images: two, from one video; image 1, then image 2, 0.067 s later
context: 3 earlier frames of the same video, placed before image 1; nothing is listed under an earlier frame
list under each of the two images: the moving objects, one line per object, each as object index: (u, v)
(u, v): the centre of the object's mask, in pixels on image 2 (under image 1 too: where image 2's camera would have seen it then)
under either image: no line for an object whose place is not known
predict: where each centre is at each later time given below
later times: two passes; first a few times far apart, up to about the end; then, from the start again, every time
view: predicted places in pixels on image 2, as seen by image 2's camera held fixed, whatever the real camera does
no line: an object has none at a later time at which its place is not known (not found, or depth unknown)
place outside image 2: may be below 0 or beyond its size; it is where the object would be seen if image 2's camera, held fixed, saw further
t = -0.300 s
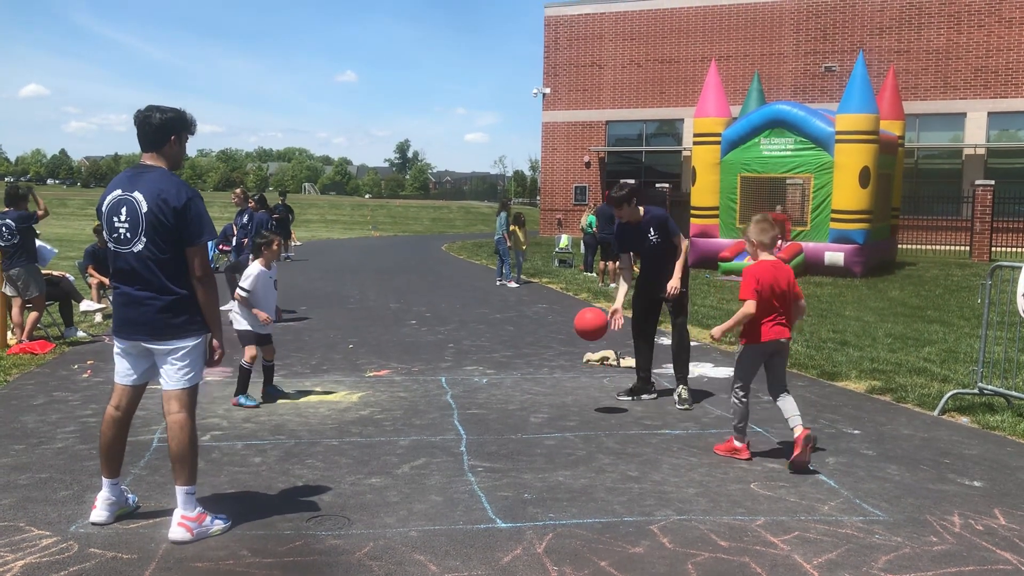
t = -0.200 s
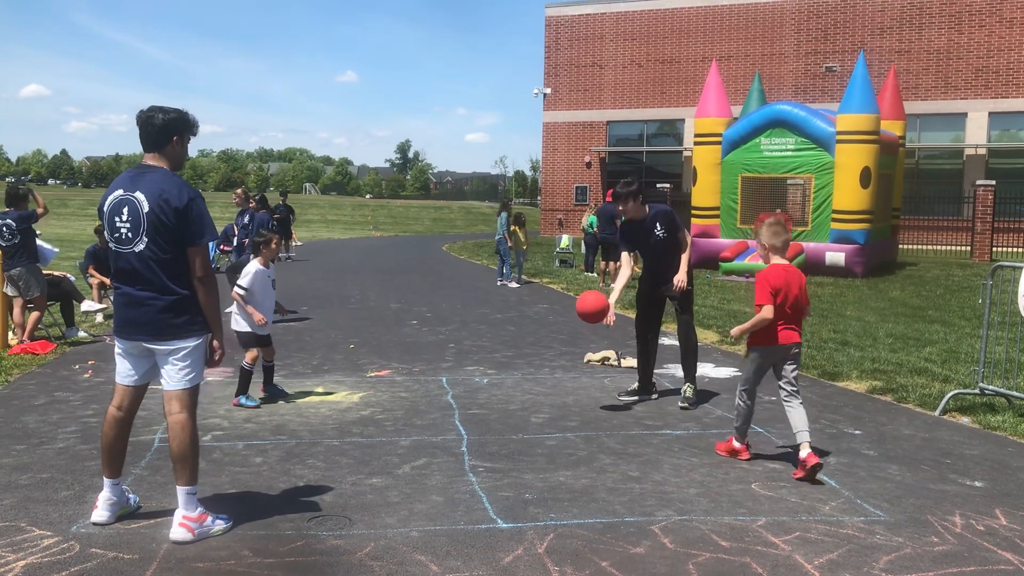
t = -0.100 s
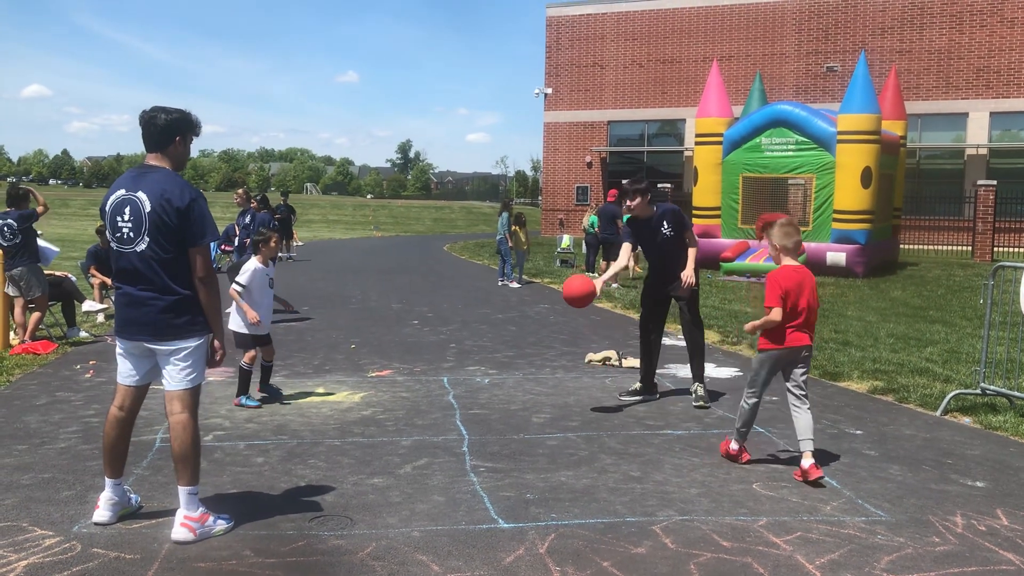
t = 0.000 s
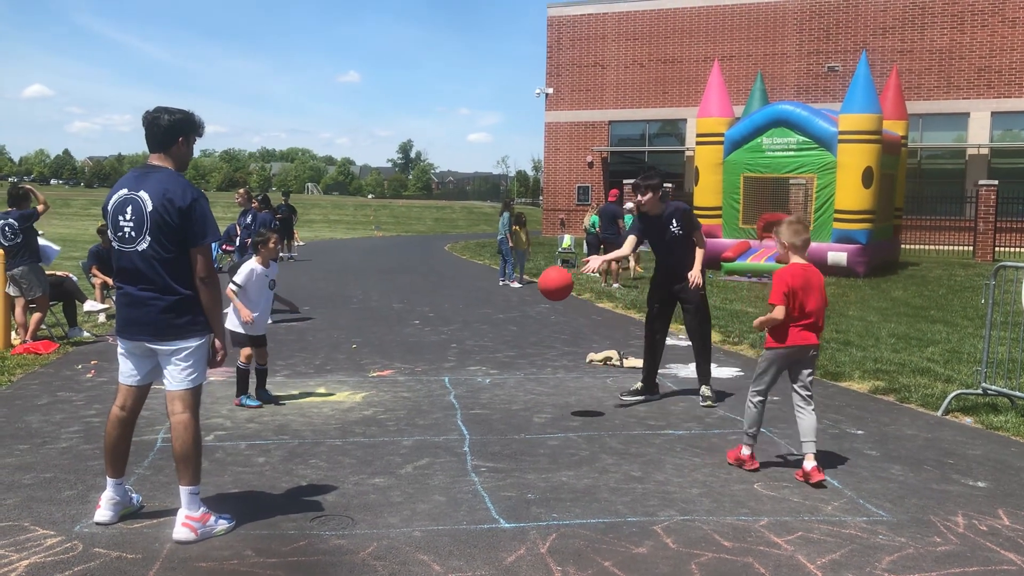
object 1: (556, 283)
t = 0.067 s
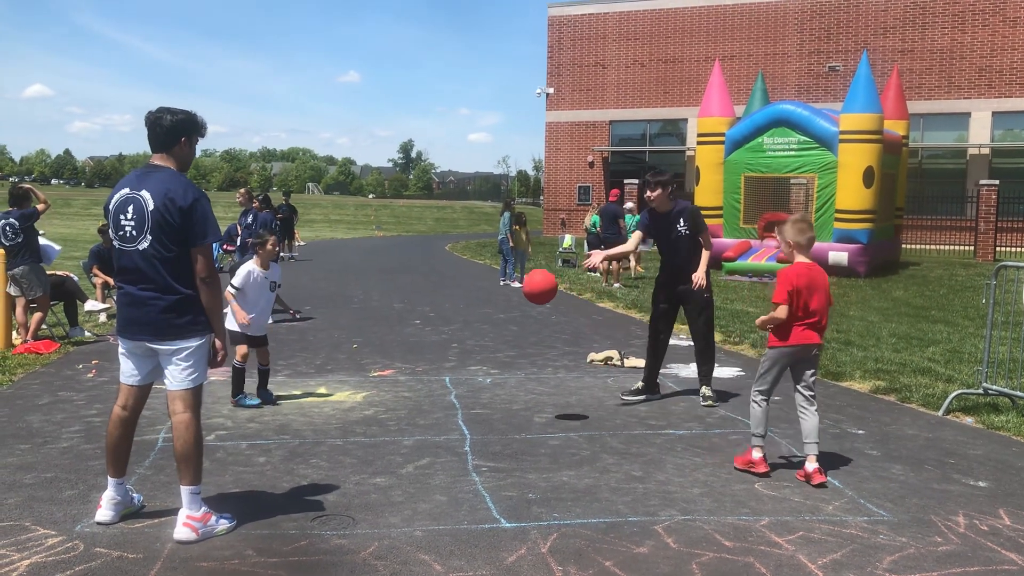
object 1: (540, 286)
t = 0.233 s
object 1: (495, 325)
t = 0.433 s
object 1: (436, 435)
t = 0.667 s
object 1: (382, 347)
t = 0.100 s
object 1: (531, 290)
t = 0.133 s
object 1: (522, 296)
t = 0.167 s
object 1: (513, 304)
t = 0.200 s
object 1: (504, 313)
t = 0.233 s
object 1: (495, 325)
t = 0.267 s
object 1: (485, 338)
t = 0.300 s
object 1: (475, 353)
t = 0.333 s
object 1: (466, 371)
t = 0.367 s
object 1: (456, 390)
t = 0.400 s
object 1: (446, 412)
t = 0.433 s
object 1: (436, 435)
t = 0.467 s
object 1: (429, 422)
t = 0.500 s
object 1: (422, 405)
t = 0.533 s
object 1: (414, 390)
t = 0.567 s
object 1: (406, 377)
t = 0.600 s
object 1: (398, 365)
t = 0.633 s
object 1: (390, 355)
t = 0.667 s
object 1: (382, 347)
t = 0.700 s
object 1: (374, 340)
